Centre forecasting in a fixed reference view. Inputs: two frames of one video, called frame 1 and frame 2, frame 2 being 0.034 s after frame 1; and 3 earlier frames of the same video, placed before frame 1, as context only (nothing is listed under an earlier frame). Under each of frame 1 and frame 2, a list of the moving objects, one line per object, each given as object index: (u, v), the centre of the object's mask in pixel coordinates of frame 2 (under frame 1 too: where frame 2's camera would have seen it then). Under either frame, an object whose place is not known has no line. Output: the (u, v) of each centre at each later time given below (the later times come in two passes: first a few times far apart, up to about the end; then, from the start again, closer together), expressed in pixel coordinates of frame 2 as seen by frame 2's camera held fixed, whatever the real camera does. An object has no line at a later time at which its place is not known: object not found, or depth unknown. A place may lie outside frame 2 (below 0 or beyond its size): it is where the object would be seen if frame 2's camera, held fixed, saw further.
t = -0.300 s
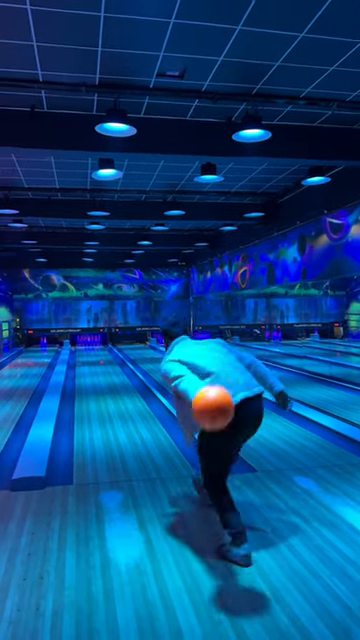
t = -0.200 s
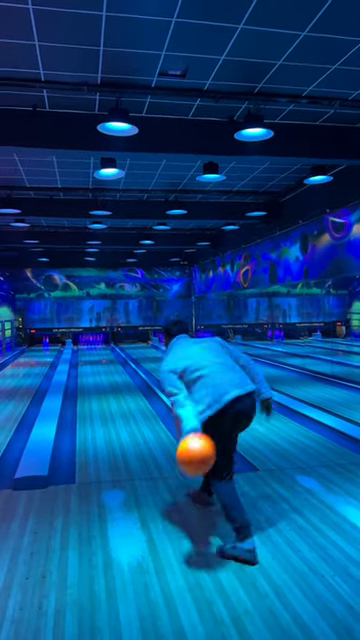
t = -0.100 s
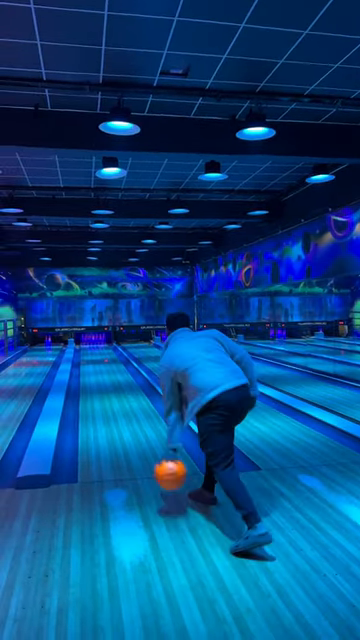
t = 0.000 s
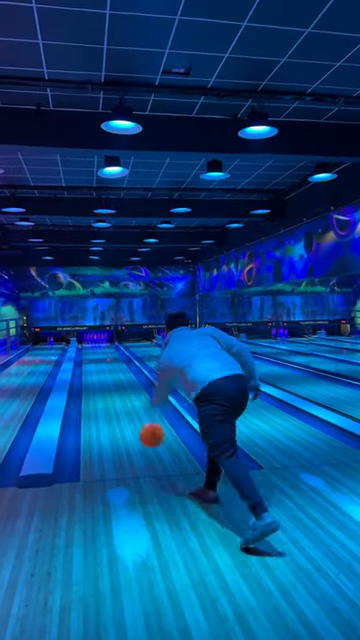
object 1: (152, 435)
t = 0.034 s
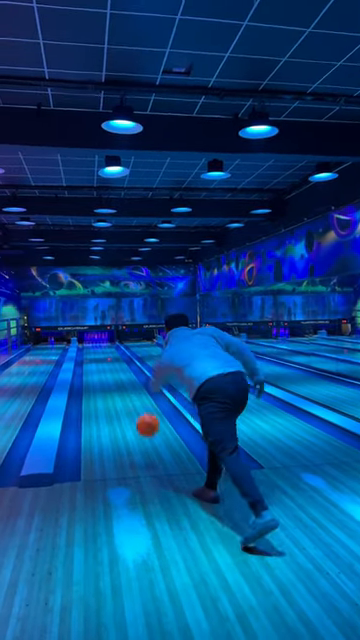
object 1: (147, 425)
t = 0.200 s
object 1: (130, 405)
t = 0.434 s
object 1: (117, 389)
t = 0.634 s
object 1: (110, 375)
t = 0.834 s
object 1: (106, 366)
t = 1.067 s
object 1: (103, 358)
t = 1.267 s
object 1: (100, 353)
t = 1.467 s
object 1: (99, 349)
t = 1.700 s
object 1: (98, 345)
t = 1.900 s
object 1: (97, 343)
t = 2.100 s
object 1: (96, 341)
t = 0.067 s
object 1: (143, 418)
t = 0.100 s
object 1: (139, 412)
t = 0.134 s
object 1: (136, 408)
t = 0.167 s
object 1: (133, 406)
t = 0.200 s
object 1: (130, 405)
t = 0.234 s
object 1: (127, 404)
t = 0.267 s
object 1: (125, 405)
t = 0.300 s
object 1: (124, 402)
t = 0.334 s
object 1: (122, 398)
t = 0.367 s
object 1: (120, 395)
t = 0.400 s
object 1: (118, 392)
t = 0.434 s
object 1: (117, 389)
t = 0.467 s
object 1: (116, 386)
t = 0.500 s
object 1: (114, 384)
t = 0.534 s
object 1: (113, 382)
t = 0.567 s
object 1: (112, 379)
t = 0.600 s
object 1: (111, 377)
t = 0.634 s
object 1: (110, 375)
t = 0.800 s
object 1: (107, 367)
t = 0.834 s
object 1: (106, 366)
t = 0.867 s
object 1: (105, 364)
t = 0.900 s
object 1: (105, 363)
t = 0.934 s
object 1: (104, 362)
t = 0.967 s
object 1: (104, 361)
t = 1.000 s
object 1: (104, 360)
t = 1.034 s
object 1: (104, 359)
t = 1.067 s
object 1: (103, 358)
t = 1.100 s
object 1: (102, 358)
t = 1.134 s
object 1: (102, 357)
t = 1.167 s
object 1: (102, 356)
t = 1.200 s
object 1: (102, 356)
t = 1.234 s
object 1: (101, 354)
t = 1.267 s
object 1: (100, 353)
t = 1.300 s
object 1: (100, 352)
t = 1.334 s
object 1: (100, 351)
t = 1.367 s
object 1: (100, 351)
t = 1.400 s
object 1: (100, 350)
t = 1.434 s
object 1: (99, 350)
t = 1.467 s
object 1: (99, 349)
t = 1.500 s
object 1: (99, 348)
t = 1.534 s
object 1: (99, 348)
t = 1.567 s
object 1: (99, 347)
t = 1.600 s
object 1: (99, 347)
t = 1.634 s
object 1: (98, 346)
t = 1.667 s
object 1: (98, 346)
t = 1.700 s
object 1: (98, 345)
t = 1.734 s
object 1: (98, 345)
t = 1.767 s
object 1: (98, 345)
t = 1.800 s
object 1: (97, 344)
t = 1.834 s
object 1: (97, 344)
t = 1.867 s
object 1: (97, 343)
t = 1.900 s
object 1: (97, 343)
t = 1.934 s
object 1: (97, 343)
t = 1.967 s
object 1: (97, 342)
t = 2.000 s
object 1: (96, 342)
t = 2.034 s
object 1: (96, 342)
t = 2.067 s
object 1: (96, 341)
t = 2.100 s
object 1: (96, 341)
